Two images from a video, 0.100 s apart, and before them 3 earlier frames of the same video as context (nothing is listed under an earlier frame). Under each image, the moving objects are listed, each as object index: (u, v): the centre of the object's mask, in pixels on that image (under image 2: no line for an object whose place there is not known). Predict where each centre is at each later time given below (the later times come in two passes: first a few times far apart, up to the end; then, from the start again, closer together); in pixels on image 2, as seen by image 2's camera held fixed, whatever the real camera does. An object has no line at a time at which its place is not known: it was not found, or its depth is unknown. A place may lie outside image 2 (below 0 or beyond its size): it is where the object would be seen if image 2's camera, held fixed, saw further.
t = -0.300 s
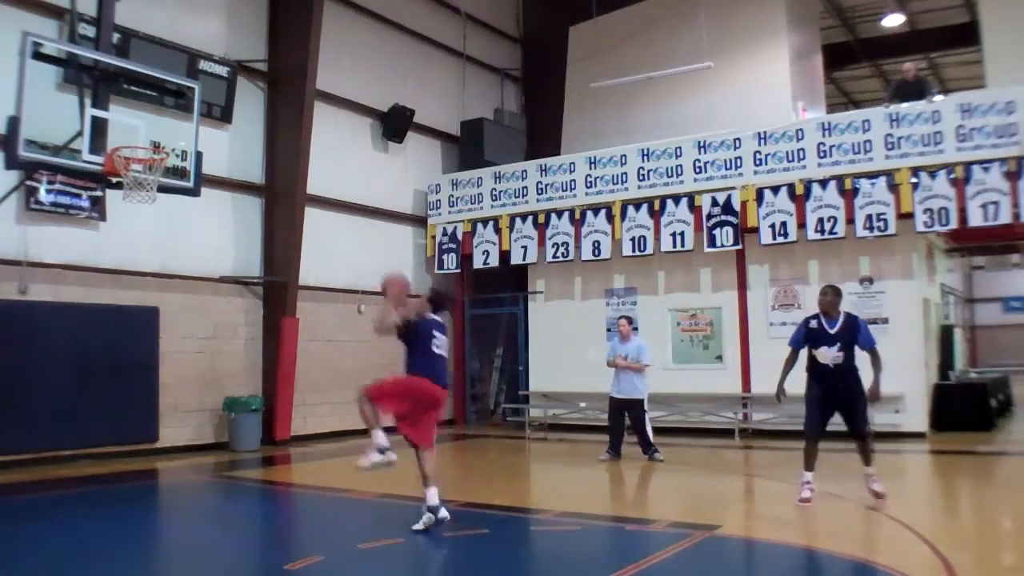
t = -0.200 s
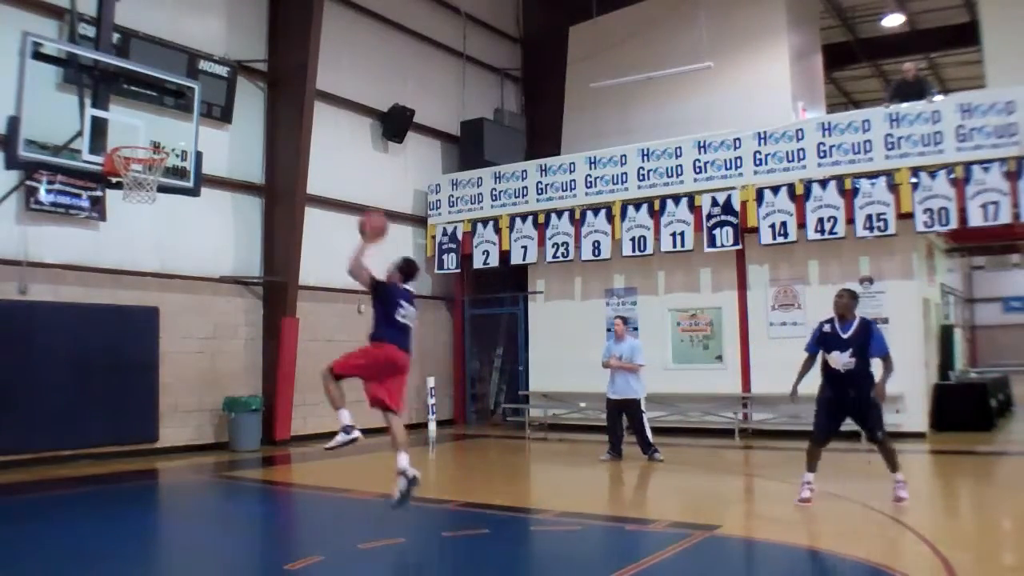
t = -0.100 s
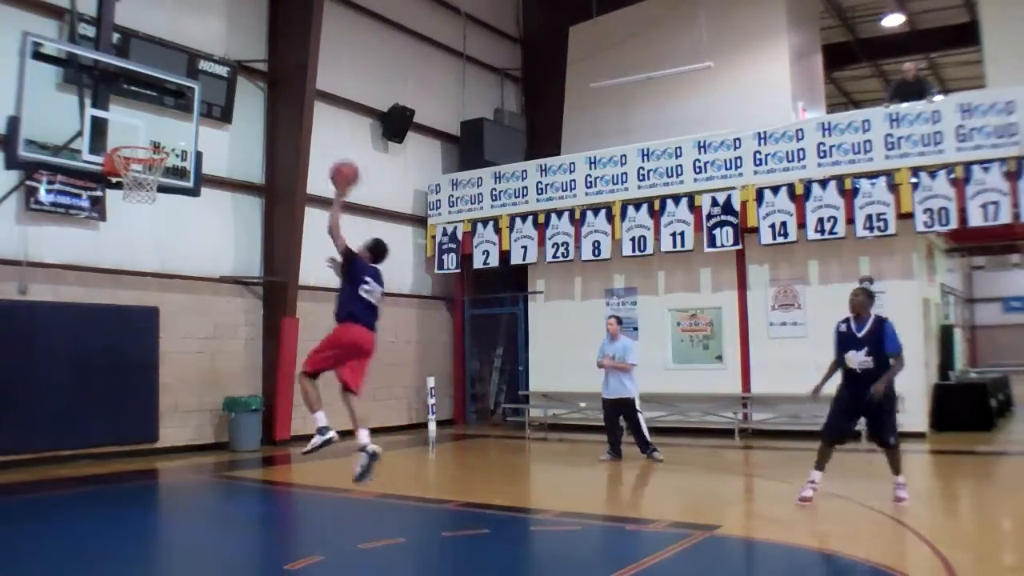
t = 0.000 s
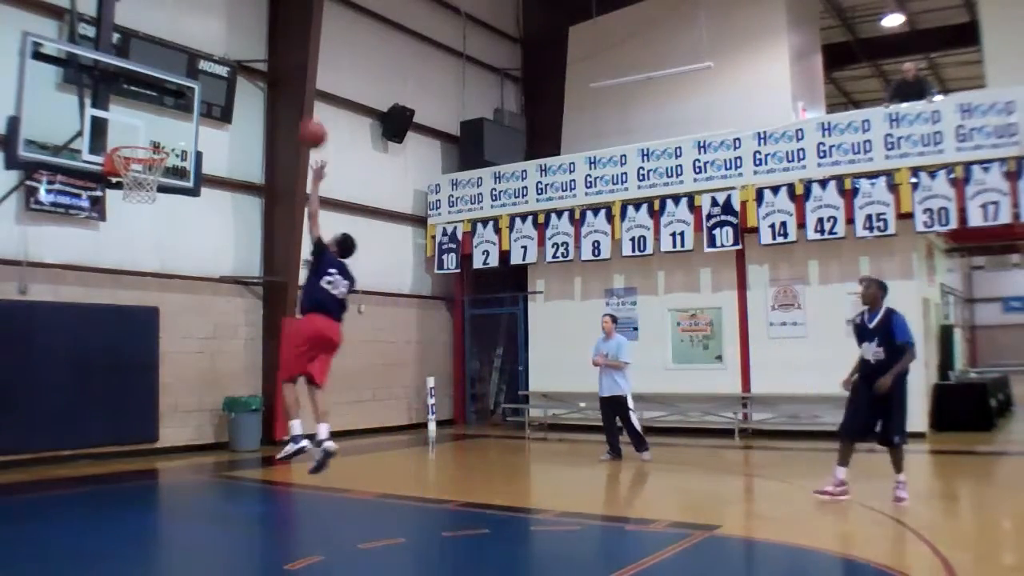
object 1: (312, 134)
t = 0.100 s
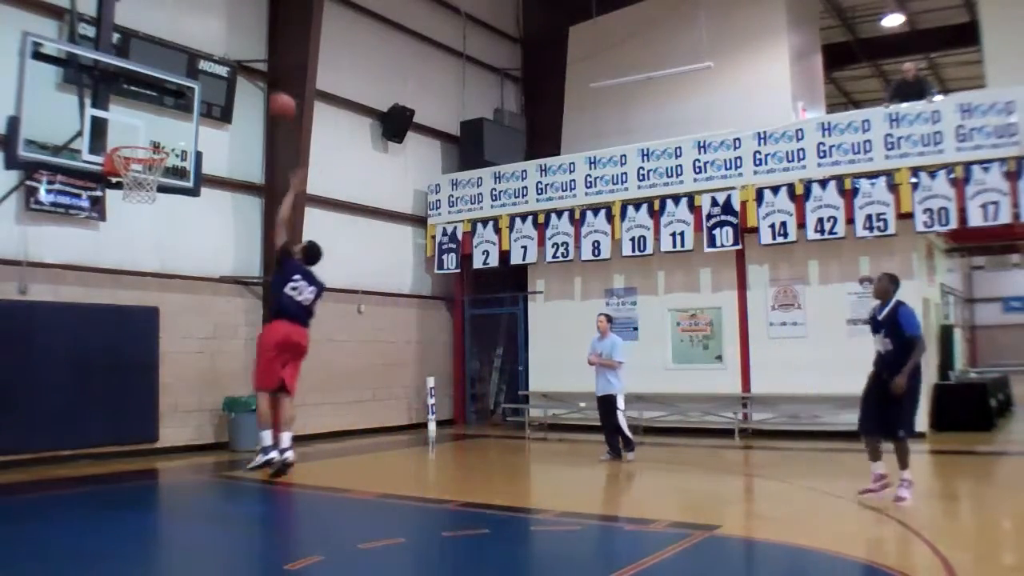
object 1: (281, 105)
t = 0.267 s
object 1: (230, 89)
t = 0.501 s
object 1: (160, 118)
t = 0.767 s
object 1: (143, 197)
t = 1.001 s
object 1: (164, 228)
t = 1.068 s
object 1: (169, 250)
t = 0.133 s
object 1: (271, 101)
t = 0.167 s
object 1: (260, 96)
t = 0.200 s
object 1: (250, 92)
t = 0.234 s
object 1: (240, 90)
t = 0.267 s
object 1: (230, 89)
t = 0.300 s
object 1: (220, 89)
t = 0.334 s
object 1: (209, 90)
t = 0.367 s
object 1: (201, 92)
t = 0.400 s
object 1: (191, 97)
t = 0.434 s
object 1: (180, 103)
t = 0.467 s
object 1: (169, 110)
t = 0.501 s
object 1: (160, 118)
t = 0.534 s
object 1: (150, 127)
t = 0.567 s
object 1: (140, 135)
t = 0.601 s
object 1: (132, 147)
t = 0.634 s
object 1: (125, 158)
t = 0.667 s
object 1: (131, 163)
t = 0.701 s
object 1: (135, 166)
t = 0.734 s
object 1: (140, 189)
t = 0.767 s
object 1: (143, 197)
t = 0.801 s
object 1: (147, 198)
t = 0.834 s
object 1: (149, 199)
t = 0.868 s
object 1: (152, 201)
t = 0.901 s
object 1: (155, 205)
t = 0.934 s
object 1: (158, 212)
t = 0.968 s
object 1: (161, 219)
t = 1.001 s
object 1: (164, 228)
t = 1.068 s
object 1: (169, 250)
